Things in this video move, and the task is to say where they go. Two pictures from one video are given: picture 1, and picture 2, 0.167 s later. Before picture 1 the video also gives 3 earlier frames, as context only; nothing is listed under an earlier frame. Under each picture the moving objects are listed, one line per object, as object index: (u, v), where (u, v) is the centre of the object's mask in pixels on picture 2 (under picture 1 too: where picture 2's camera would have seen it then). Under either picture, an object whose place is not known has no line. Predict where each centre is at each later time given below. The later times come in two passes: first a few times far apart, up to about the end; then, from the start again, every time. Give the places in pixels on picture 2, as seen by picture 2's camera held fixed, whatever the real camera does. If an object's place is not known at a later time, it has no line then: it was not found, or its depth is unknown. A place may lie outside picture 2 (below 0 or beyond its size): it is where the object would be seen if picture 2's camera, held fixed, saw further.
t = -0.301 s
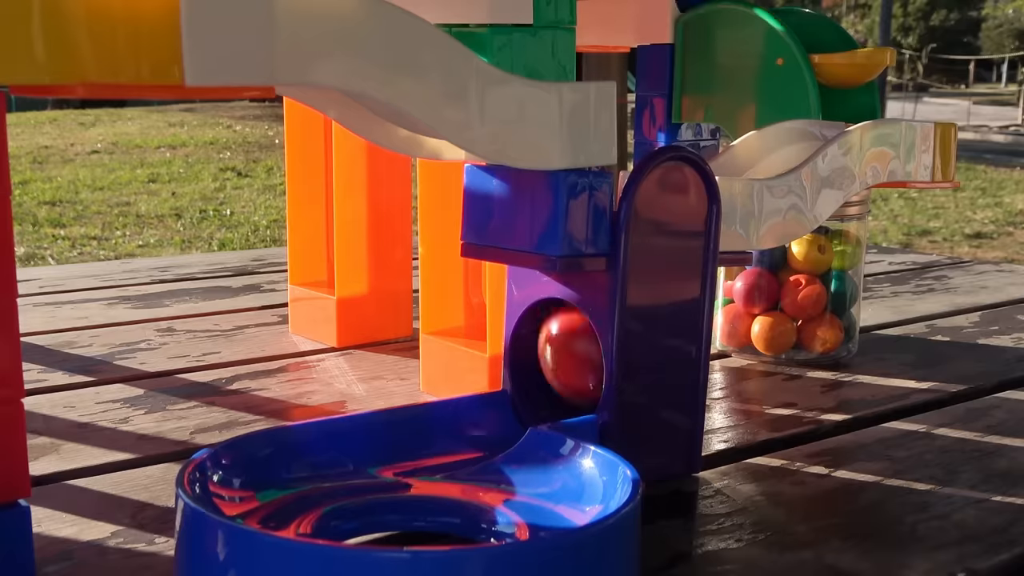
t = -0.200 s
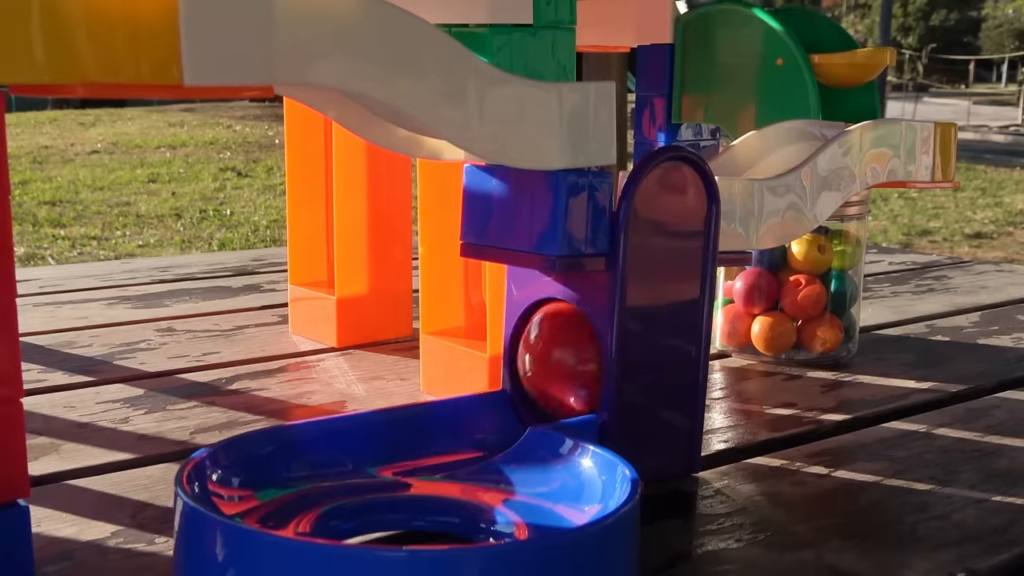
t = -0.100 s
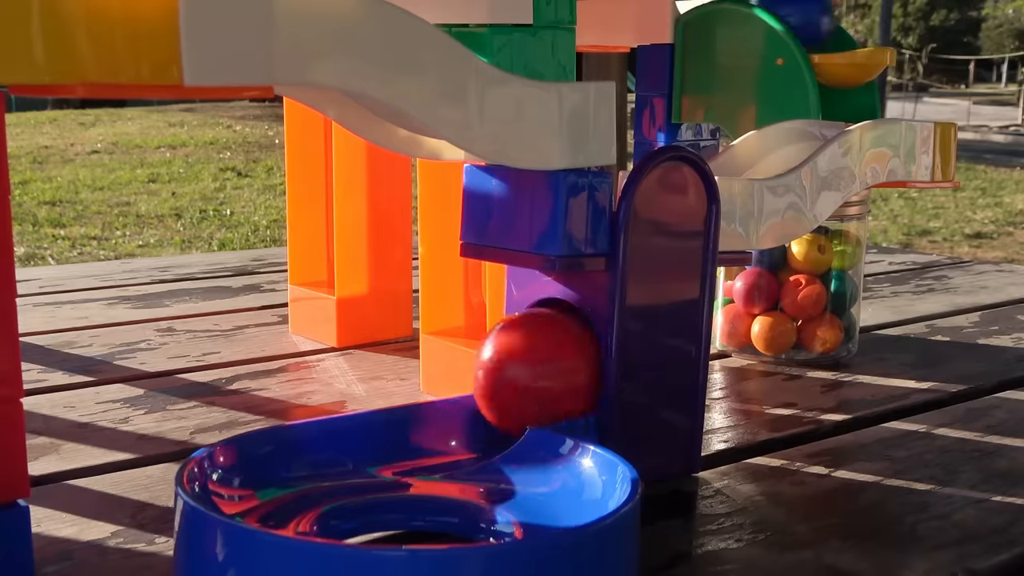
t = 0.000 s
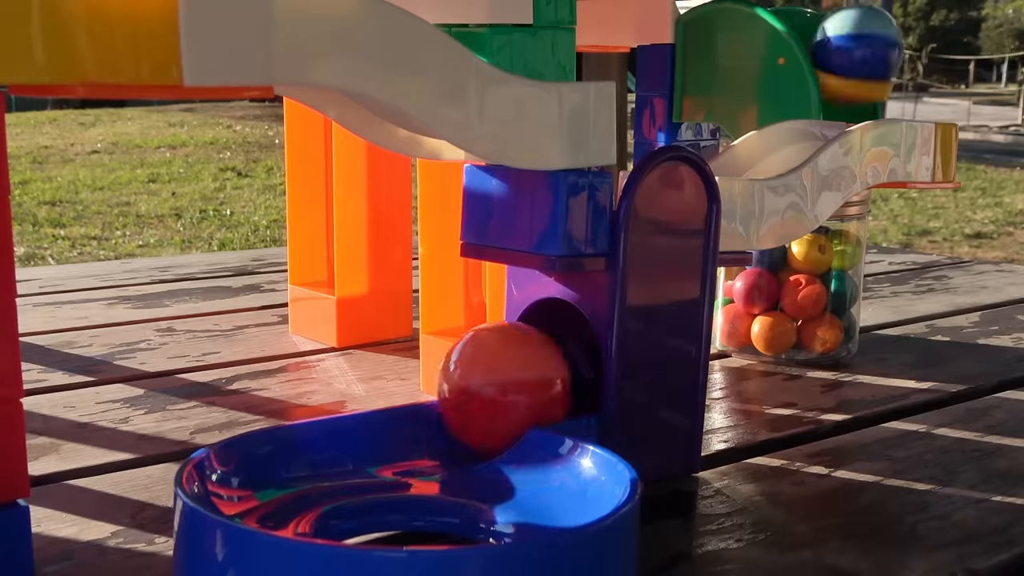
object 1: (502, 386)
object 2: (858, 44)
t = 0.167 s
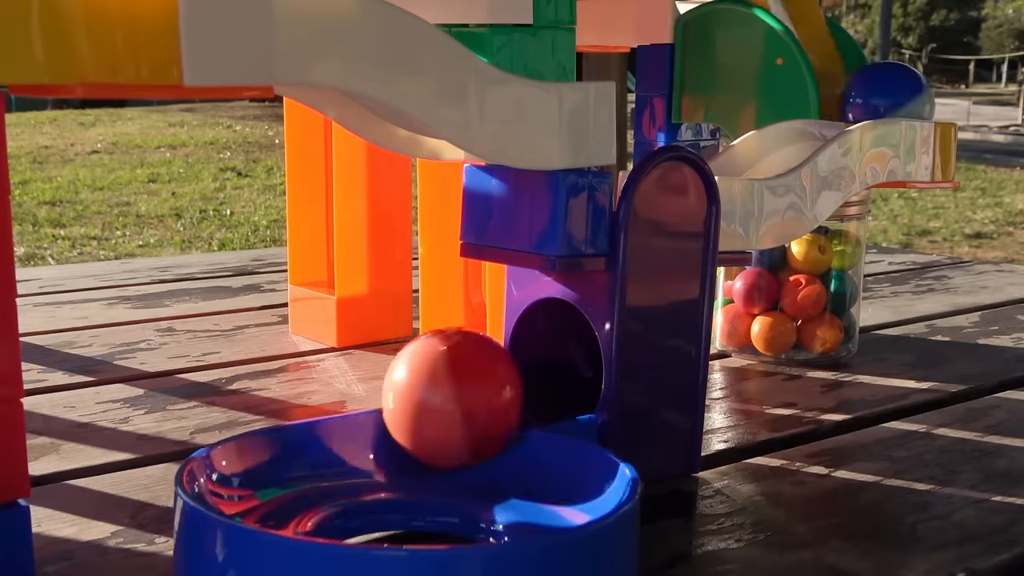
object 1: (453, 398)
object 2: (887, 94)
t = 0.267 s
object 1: (411, 405)
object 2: (903, 93)
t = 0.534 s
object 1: (358, 465)
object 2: (878, 90)
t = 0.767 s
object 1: (429, 495)
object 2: (842, 90)
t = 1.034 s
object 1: (394, 495)
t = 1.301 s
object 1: (393, 494)
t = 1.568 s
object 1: (410, 492)
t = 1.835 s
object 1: (422, 497)
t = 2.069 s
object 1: (409, 493)
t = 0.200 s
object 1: (439, 401)
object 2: (894, 94)
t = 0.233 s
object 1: (425, 403)
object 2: (900, 93)
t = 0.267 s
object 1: (411, 405)
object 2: (903, 93)
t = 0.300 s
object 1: (399, 409)
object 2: (904, 93)
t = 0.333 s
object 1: (387, 413)
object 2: (905, 92)
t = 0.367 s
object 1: (378, 419)
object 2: (904, 91)
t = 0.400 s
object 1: (369, 424)
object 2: (900, 91)
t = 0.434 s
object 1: (360, 429)
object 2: (896, 91)
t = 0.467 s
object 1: (354, 437)
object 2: (890, 91)
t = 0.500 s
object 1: (352, 449)
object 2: (885, 90)
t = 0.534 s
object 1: (358, 465)
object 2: (878, 90)
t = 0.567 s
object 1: (378, 484)
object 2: (872, 90)
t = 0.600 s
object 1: (418, 498)
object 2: (866, 90)
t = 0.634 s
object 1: (431, 489)
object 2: (861, 90)
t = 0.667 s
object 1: (407, 480)
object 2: (855, 90)
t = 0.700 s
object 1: (387, 490)
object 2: (850, 90)
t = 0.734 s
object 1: (401, 498)
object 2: (846, 90)
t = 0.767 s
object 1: (429, 495)
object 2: (842, 90)
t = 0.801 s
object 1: (423, 491)
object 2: (838, 91)
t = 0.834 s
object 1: (399, 490)
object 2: (834, 91)
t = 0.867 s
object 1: (396, 500)
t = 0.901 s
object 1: (419, 498)
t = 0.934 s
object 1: (428, 494)
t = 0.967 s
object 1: (415, 493)
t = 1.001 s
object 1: (400, 493)
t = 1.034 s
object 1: (394, 495)
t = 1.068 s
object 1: (401, 498)
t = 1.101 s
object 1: (414, 498)
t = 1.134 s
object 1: (425, 497)
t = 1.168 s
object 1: (427, 494)
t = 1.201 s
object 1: (421, 492)
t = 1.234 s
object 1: (411, 493)
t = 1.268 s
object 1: (400, 492)
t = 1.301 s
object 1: (393, 494)
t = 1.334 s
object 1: (395, 496)
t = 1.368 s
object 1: (404, 497)
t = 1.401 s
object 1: (414, 498)
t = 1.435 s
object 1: (422, 497)
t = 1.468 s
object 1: (427, 494)
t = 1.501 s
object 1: (425, 494)
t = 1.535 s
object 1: (418, 492)
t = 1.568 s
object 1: (410, 492)
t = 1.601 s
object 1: (402, 493)
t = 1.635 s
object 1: (397, 492)
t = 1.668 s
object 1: (394, 494)
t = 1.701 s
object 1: (394, 495)
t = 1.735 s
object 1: (398, 497)
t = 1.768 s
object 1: (406, 498)
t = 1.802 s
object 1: (415, 498)
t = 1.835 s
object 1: (422, 497)
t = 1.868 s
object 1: (427, 496)
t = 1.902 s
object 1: (428, 495)
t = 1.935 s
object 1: (426, 493)
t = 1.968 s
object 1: (422, 493)
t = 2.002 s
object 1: (418, 492)
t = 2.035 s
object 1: (414, 492)
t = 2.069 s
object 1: (409, 493)
